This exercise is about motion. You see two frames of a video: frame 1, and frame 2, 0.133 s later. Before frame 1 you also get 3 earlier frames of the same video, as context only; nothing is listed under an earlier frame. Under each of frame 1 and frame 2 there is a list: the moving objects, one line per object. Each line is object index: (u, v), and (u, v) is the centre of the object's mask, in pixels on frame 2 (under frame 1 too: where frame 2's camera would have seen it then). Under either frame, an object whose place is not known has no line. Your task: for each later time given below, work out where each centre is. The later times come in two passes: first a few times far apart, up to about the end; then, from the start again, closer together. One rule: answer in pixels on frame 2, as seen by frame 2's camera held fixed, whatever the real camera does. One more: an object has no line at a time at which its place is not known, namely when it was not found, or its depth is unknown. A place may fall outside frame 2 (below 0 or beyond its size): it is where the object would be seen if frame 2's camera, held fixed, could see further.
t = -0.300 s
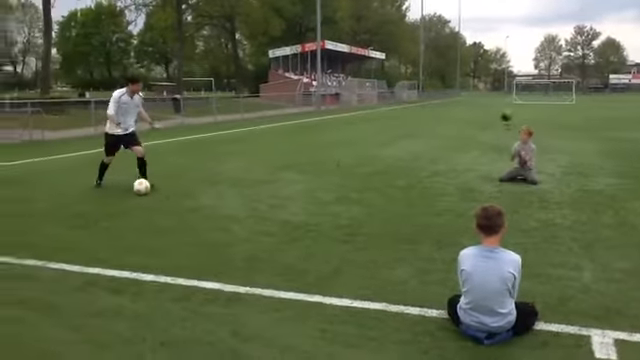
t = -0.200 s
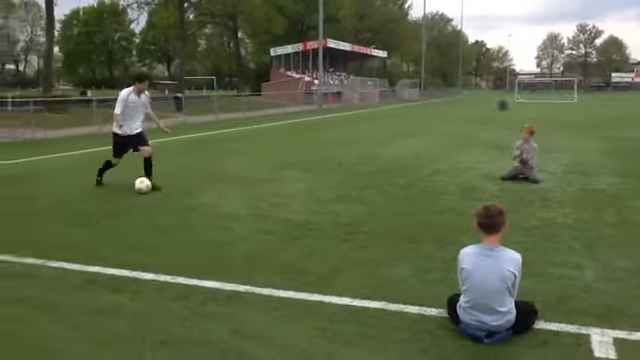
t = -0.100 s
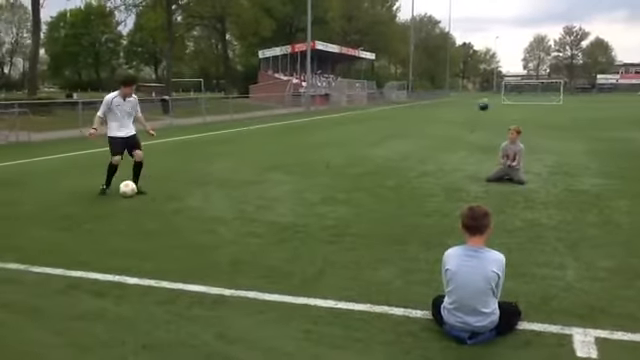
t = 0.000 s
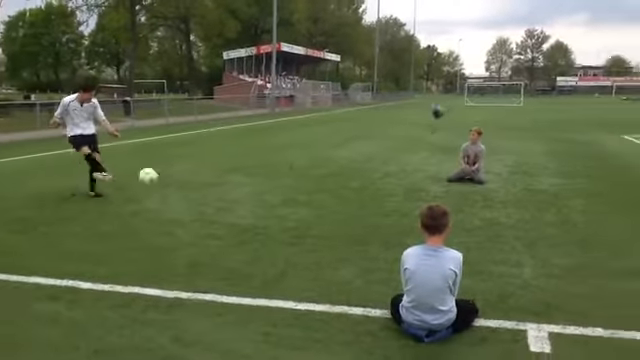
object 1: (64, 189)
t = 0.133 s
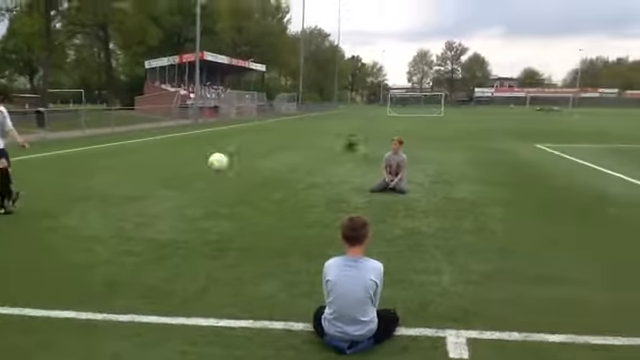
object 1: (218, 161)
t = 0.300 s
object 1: (436, 142)
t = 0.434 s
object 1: (622, 144)
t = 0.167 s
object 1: (260, 155)
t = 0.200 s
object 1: (302, 150)
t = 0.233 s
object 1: (346, 147)
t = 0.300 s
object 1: (436, 142)
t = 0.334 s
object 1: (482, 142)
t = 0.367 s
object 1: (527, 141)
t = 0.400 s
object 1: (575, 142)
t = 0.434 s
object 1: (622, 144)
